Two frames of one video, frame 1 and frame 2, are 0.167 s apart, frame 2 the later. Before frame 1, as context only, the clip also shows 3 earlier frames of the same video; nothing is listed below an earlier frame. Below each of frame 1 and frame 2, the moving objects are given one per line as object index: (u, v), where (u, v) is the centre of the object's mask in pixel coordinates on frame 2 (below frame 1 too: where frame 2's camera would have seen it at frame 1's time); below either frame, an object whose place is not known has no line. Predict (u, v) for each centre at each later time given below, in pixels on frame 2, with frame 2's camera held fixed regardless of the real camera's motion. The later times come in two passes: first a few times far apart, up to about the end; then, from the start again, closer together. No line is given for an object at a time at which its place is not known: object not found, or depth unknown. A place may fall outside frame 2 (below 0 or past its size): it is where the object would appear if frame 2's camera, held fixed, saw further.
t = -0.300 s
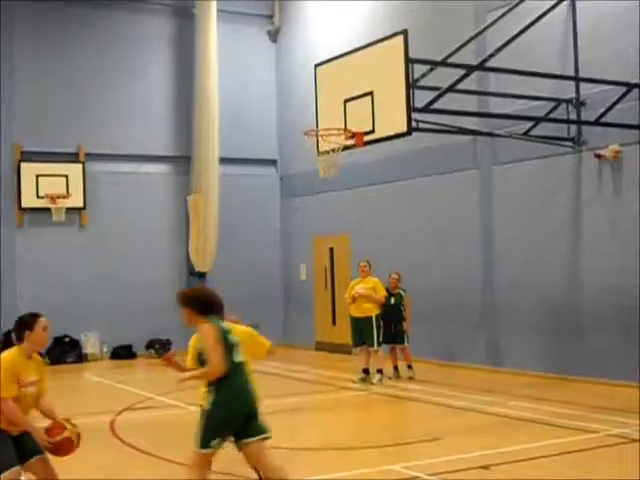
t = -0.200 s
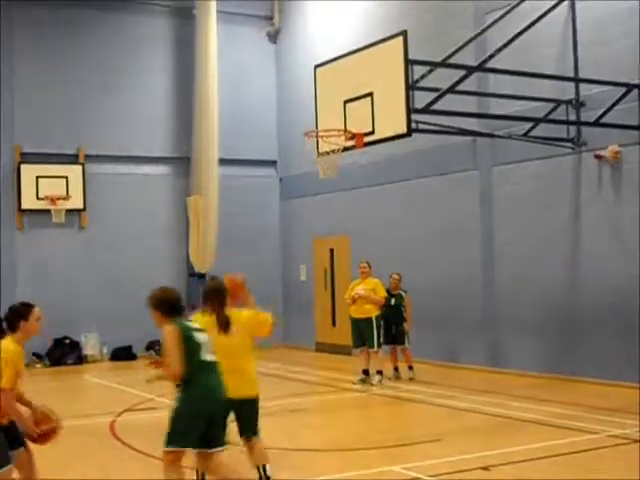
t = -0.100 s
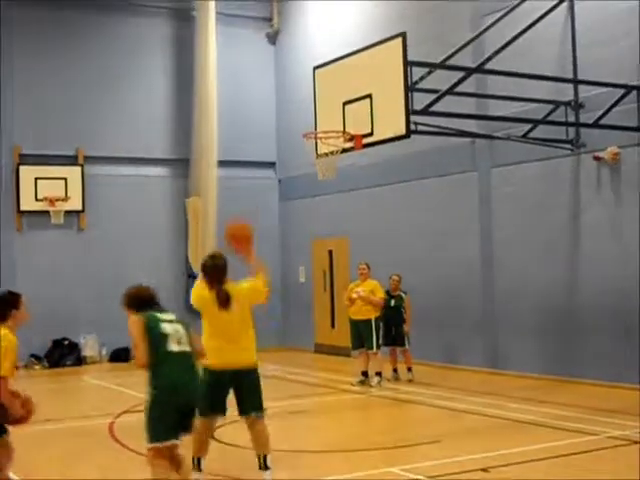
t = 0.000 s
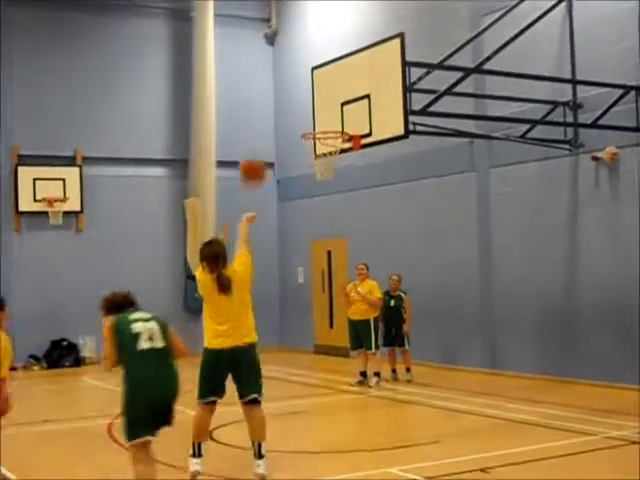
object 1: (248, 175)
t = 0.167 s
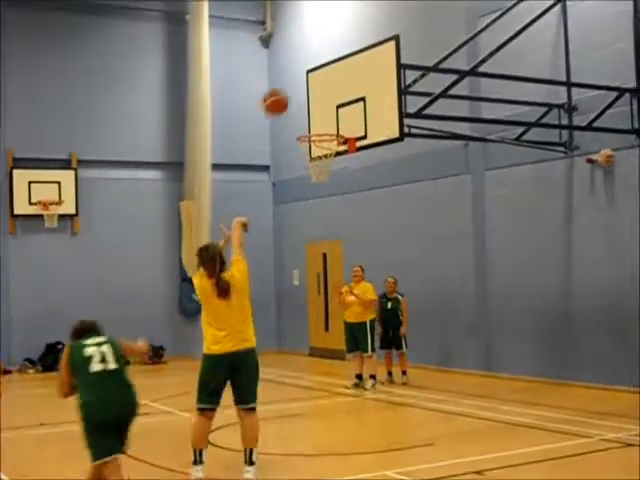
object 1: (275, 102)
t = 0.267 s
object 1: (290, 80)
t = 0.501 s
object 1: (320, 71)
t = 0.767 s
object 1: (341, 119)
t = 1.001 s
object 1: (300, 151)
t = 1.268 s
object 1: (316, 167)
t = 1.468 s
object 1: (337, 201)
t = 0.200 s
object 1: (280, 94)
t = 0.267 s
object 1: (290, 80)
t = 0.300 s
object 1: (295, 74)
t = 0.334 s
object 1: (299, 71)
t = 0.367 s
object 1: (303, 69)
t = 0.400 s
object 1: (307, 67)
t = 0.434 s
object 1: (312, 67)
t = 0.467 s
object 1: (316, 68)
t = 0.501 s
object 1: (320, 71)
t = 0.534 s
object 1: (324, 74)
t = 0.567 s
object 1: (328, 78)
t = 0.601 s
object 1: (332, 83)
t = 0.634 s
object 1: (336, 89)
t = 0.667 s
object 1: (340, 95)
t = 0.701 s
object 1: (344, 103)
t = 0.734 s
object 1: (348, 112)
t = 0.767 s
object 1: (341, 119)
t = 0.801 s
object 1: (332, 125)
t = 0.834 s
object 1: (325, 132)
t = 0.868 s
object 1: (319, 142)
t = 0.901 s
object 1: (310, 151)
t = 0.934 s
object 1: (304, 155)
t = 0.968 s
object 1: (301, 154)
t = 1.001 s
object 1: (300, 151)
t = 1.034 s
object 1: (300, 150)
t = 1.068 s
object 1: (300, 150)
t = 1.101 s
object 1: (302, 152)
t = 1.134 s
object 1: (303, 156)
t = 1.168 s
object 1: (306, 159)
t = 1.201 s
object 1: (308, 161)
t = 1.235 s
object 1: (311, 164)
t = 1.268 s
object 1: (316, 167)
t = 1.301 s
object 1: (319, 169)
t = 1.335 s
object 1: (324, 174)
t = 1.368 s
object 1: (328, 181)
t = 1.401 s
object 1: (330, 185)
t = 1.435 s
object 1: (334, 192)
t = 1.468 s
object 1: (337, 201)
